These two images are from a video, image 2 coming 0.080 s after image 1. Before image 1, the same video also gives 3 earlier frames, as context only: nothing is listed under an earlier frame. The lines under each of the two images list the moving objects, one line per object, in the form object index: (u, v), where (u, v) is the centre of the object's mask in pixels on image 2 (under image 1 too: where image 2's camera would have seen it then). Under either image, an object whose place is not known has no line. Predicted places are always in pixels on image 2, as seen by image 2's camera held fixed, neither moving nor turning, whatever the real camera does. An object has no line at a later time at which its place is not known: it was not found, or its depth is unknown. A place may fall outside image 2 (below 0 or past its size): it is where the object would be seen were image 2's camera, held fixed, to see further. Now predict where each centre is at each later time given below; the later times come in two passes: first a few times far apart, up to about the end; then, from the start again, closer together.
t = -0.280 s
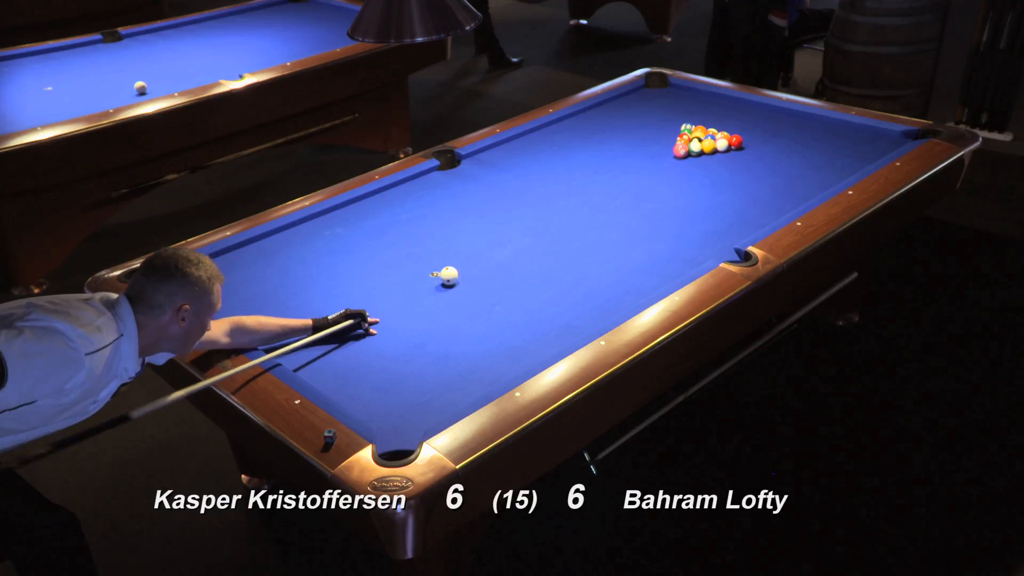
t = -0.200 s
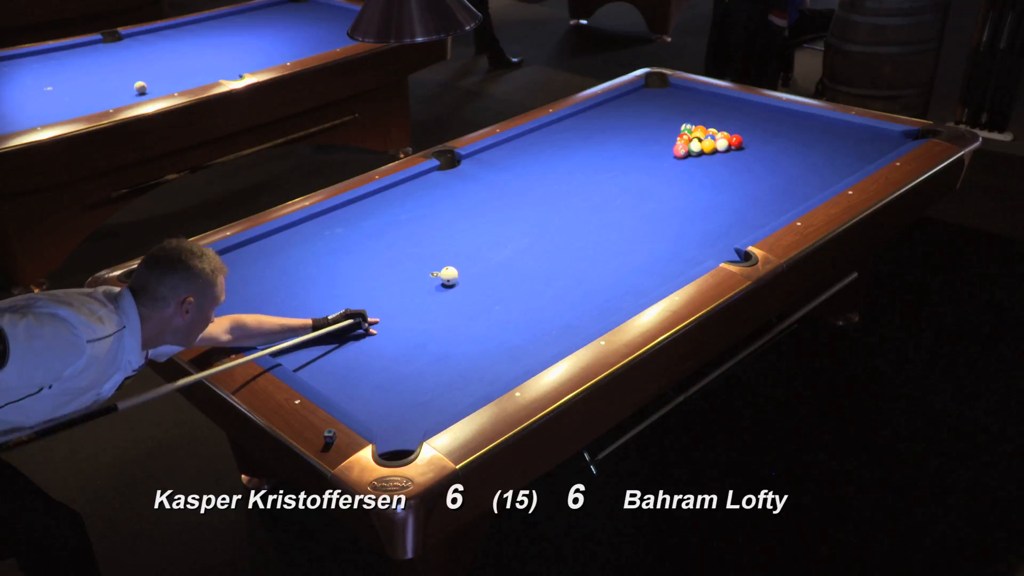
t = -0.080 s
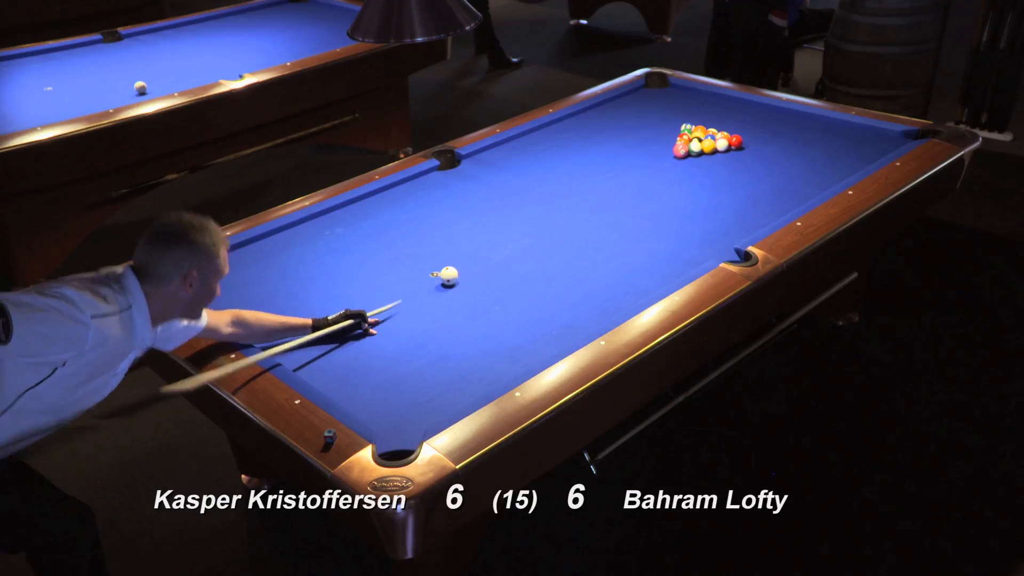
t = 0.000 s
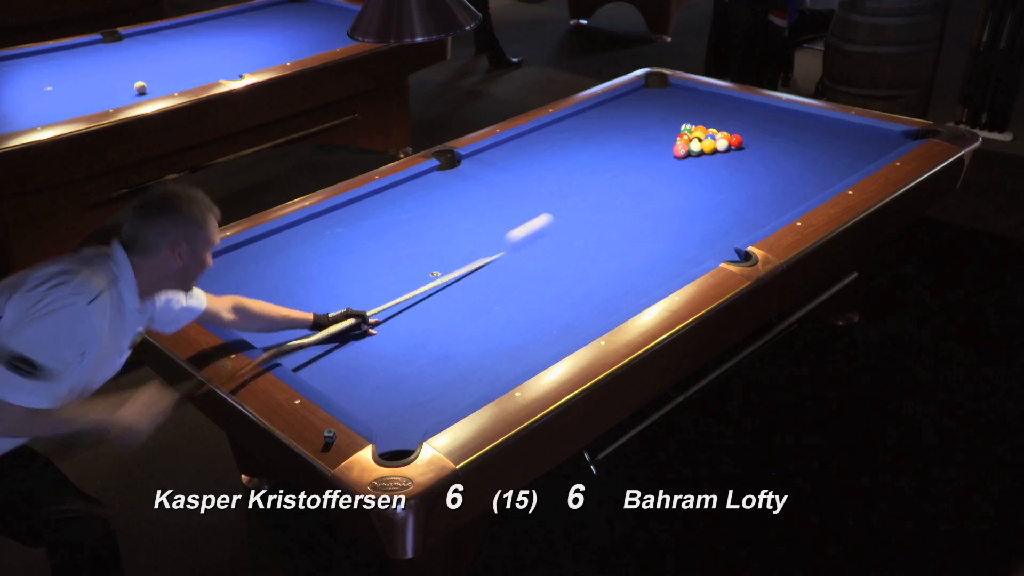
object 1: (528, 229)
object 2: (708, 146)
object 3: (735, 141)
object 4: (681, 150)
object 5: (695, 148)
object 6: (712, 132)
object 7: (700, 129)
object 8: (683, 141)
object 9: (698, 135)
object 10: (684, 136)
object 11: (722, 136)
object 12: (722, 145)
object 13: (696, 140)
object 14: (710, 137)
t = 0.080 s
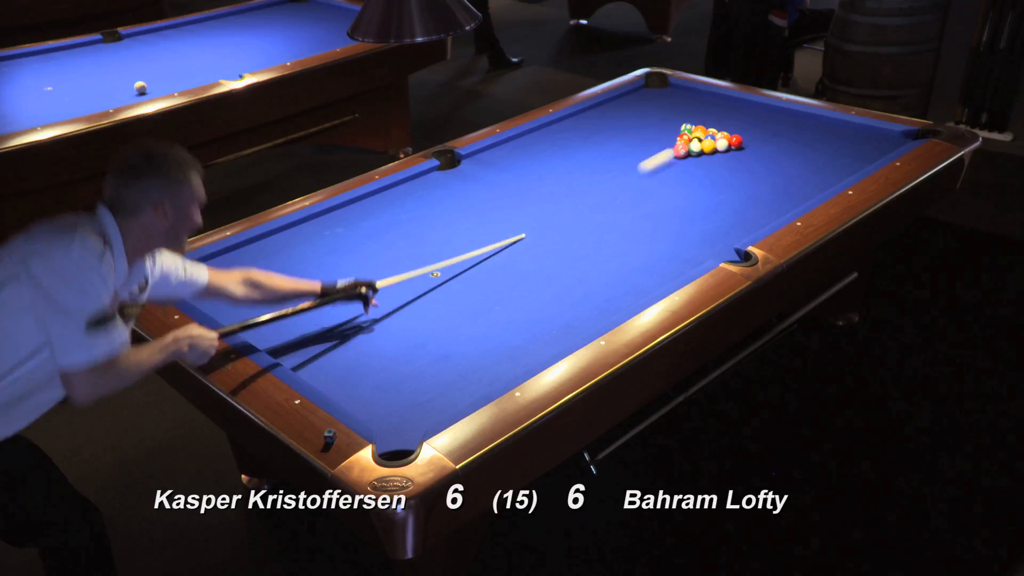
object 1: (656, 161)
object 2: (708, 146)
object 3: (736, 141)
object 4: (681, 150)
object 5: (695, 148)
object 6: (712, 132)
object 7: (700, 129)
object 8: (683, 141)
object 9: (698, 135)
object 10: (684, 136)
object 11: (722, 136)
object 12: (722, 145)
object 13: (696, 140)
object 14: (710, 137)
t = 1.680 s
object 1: (370, 244)
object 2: (677, 233)
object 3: (302, 317)
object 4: (562, 196)
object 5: (688, 260)
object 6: (669, 128)
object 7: (553, 128)
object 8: (474, 169)
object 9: (650, 167)
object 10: (516, 160)
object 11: (641, 222)
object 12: (802, 156)
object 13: (693, 158)
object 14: (756, 165)
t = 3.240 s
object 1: (351, 210)
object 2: (494, 249)
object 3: (224, 279)
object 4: (470, 230)
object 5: (586, 222)
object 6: (598, 130)
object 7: (533, 160)
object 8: (532, 179)
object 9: (601, 215)
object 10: (530, 220)
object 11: (404, 385)
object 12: (730, 140)
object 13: (693, 159)
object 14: (779, 204)
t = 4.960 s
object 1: (428, 202)
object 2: (359, 261)
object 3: (269, 307)
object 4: (414, 250)
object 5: (471, 195)
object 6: (575, 130)
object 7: (527, 179)
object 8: (541, 182)
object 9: (645, 194)
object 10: (551, 272)
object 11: (509, 345)
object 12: (715, 137)
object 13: (693, 159)
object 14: (773, 212)
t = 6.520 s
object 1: (442, 200)
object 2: (298, 265)
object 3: (277, 313)
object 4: (409, 252)
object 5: (418, 183)
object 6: (575, 131)
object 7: (528, 179)
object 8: (541, 182)
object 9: (648, 191)
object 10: (560, 293)
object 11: (579, 302)
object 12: (715, 137)
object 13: (693, 159)
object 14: (773, 212)
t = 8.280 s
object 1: (442, 200)
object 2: (290, 266)
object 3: (277, 313)
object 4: (409, 252)
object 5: (411, 182)
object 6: (575, 130)
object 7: (528, 179)
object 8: (541, 182)
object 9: (648, 191)
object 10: (561, 293)
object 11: (598, 290)
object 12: (715, 137)
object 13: (693, 159)
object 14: (773, 212)
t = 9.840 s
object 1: (442, 200)
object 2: (291, 265)
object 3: (277, 313)
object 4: (409, 252)
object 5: (411, 182)
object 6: (575, 130)
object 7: (528, 179)
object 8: (541, 182)
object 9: (648, 191)
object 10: (561, 293)
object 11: (598, 289)
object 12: (715, 137)
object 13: (693, 159)
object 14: (773, 212)
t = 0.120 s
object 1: (663, 154)
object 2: (710, 149)
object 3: (763, 137)
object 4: (679, 150)
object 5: (695, 151)
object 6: (720, 130)
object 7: (708, 127)
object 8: (673, 142)
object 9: (697, 134)
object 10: (678, 137)
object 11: (733, 134)
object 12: (727, 145)
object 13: (696, 141)
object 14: (711, 138)
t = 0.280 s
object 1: (621, 171)
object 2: (718, 161)
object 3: (851, 139)
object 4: (666, 156)
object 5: (696, 163)
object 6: (759, 115)
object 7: (745, 105)
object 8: (640, 148)
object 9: (694, 133)
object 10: (646, 138)
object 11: (784, 116)
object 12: (753, 149)
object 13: (695, 146)
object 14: (719, 138)
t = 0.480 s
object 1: (577, 185)
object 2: (728, 176)
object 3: (827, 180)
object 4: (650, 162)
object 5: (697, 176)
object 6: (761, 115)
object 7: (718, 114)
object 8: (600, 151)
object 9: (690, 131)
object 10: (611, 138)
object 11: (775, 125)
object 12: (785, 155)
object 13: (694, 148)
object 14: (727, 136)
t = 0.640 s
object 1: (549, 193)
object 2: (736, 188)
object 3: (763, 196)
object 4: (638, 167)
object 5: (698, 188)
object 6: (744, 124)
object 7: (694, 121)
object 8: (569, 154)
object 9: (687, 130)
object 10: (583, 138)
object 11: (759, 137)
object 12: (810, 160)
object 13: (694, 150)
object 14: (734, 134)
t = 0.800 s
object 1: (522, 201)
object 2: (744, 201)
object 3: (700, 213)
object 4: (626, 172)
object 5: (698, 199)
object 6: (730, 127)
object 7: (669, 124)
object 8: (538, 157)
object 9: (681, 135)
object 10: (558, 137)
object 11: (743, 149)
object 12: (835, 164)
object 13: (694, 152)
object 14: (739, 136)
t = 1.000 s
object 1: (488, 211)
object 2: (755, 217)
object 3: (618, 234)
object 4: (611, 177)
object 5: (700, 216)
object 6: (716, 127)
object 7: (641, 125)
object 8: (501, 160)
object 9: (674, 143)
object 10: (526, 137)
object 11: (721, 164)
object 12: (850, 166)
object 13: (694, 154)
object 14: (743, 144)
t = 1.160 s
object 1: (461, 218)
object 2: (750, 226)
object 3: (549, 252)
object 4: (599, 182)
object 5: (701, 229)
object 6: (704, 127)
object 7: (619, 126)
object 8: (472, 162)
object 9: (668, 149)
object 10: (519, 141)
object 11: (704, 177)
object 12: (838, 164)
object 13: (694, 155)
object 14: (746, 149)
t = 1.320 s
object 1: (433, 226)
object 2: (727, 229)
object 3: (477, 270)
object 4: (588, 186)
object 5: (702, 242)
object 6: (692, 128)
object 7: (598, 127)
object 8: (448, 165)
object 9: (662, 155)
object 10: (518, 147)
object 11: (685, 190)
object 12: (826, 162)
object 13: (694, 157)
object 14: (749, 153)
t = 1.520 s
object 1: (398, 236)
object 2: (699, 231)
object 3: (382, 296)
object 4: (574, 192)
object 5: (702, 257)
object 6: (679, 128)
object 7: (572, 127)
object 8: (463, 167)
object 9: (655, 162)
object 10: (517, 155)
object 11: (661, 207)
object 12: (812, 158)
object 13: (693, 158)
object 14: (753, 160)
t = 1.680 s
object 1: (370, 244)
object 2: (677, 233)
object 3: (302, 317)
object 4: (562, 196)
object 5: (688, 260)
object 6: (669, 128)
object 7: (553, 128)
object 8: (474, 169)
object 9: (650, 167)
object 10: (516, 160)
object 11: (641, 222)
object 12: (802, 156)
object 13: (693, 158)
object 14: (756, 165)
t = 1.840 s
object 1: (342, 252)
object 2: (656, 235)
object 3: (255, 320)
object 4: (551, 200)
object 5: (672, 260)
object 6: (659, 128)
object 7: (540, 130)
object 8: (485, 171)
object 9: (644, 173)
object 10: (515, 167)
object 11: (620, 236)
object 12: (792, 154)
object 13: (693, 159)
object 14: (759, 169)
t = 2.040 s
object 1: (307, 262)
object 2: (630, 238)
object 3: (278, 281)
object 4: (538, 205)
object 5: (653, 259)
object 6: (648, 129)
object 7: (539, 135)
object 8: (498, 173)
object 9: (637, 179)
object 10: (514, 174)
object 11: (594, 254)
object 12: (780, 152)
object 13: (693, 159)
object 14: (762, 175)
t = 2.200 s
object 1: (306, 254)
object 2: (610, 239)
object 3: (260, 272)
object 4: (528, 208)
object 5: (638, 259)
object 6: (640, 129)
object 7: (538, 139)
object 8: (504, 174)
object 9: (632, 185)
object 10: (515, 180)
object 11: (571, 270)
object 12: (772, 150)
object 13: (692, 159)
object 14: (765, 179)
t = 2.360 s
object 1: (313, 243)
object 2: (590, 241)
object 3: (235, 268)
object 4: (518, 212)
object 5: (625, 259)
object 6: (632, 129)
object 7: (537, 142)
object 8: (510, 174)
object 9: (626, 190)
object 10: (518, 187)
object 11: (548, 285)
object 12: (764, 148)
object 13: (692, 159)
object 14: (767, 183)
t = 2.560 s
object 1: (319, 230)
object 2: (566, 243)
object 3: (206, 262)
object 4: (506, 216)
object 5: (609, 258)
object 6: (623, 129)
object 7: (536, 147)
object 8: (516, 176)
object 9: (620, 196)
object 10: (520, 194)
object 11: (518, 306)
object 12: (754, 146)
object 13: (693, 159)
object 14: (771, 188)
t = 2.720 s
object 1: (323, 222)
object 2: (548, 245)
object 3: (207, 266)
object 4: (497, 220)
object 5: (597, 258)
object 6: (616, 129)
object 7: (535, 150)
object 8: (521, 177)
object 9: (615, 201)
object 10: (522, 201)
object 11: (492, 323)
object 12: (748, 145)
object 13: (693, 159)
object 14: (773, 192)
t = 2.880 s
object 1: (328, 213)
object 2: (531, 246)
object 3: (212, 270)
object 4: (488, 223)
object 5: (593, 247)
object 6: (610, 129)
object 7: (535, 154)
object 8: (525, 177)
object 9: (609, 206)
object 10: (524, 207)
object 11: (467, 342)
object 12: (742, 143)
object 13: (693, 159)
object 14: (775, 195)
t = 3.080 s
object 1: (341, 211)
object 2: (510, 248)
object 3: (219, 275)
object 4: (478, 227)
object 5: (590, 232)
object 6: (603, 130)
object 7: (534, 157)
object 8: (529, 178)
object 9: (603, 212)
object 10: (528, 214)
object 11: (432, 365)
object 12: (735, 142)
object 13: (693, 159)
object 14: (777, 200)
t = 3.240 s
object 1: (351, 210)
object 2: (494, 249)
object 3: (224, 279)
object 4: (470, 230)
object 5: (586, 222)
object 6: (598, 130)
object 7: (533, 160)
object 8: (532, 179)
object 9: (601, 215)
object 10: (530, 220)
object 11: (404, 385)
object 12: (730, 140)
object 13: (693, 159)
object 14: (779, 204)
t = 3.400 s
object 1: (361, 209)
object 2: (478, 251)
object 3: (230, 282)
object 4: (463, 232)
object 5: (571, 219)
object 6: (594, 130)
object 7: (533, 163)
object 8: (535, 179)
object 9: (608, 212)
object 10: (532, 226)
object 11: (375, 405)
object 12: (725, 139)
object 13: (693, 159)
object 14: (781, 207)
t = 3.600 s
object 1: (373, 207)
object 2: (459, 253)
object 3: (236, 287)
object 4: (454, 235)
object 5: (555, 215)
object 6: (589, 130)
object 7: (532, 166)
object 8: (537, 180)
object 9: (615, 208)
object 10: (535, 233)
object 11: (384, 403)
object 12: (720, 138)
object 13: (693, 159)
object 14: (782, 209)
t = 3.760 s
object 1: (382, 206)
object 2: (445, 253)
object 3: (241, 290)
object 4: (448, 237)
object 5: (543, 212)
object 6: (585, 130)
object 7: (531, 168)
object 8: (538, 180)
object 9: (620, 206)
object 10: (537, 238)
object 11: (402, 400)
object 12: (716, 137)
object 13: (693, 159)
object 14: (784, 210)
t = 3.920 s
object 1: (390, 206)
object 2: (432, 255)
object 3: (245, 293)
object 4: (441, 239)
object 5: (532, 209)
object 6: (582, 130)
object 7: (531, 170)
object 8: (539, 181)
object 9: (625, 204)
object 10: (539, 243)
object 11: (420, 391)
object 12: (714, 137)
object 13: (693, 159)
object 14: (781, 211)
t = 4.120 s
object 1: (399, 205)
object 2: (416, 256)
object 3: (251, 296)
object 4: (434, 242)
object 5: (518, 206)
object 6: (579, 130)
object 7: (530, 173)
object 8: (540, 181)
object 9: (630, 201)
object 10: (542, 250)
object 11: (441, 381)
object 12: (715, 137)
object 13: (693, 159)
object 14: (777, 211)
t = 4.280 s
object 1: (406, 204)
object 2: (404, 257)
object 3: (255, 299)
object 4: (429, 244)
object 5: (508, 204)
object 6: (578, 130)
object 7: (529, 174)
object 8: (540, 181)
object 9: (634, 200)
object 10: (544, 255)
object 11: (456, 374)
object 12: (715, 137)
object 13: (693, 159)
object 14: (776, 212)
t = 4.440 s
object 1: (412, 204)
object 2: (392, 258)
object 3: (259, 301)
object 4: (425, 246)
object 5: (499, 201)
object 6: (576, 130)
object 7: (529, 176)
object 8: (540, 181)
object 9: (637, 198)
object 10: (546, 259)
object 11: (470, 367)
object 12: (715, 137)
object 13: (693, 159)
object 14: (774, 212)
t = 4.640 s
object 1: (419, 203)
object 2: (379, 259)
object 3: (263, 304)
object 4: (420, 247)
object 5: (488, 198)
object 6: (575, 130)
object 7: (528, 178)
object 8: (540, 182)
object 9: (641, 196)
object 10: (548, 264)
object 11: (486, 358)
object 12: (715, 137)
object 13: (693, 159)
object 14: (773, 212)
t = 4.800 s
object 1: (424, 202)
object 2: (368, 260)
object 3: (266, 305)
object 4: (417, 249)
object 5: (479, 196)
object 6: (575, 130)
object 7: (528, 178)
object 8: (541, 182)
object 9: (643, 195)
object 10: (549, 268)
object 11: (498, 352)
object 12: (715, 137)
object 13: (693, 159)
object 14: (773, 212)
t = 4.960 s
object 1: (428, 202)
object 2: (359, 261)
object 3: (269, 307)
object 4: (414, 250)
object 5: (471, 195)
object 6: (575, 130)
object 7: (527, 179)
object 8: (541, 182)
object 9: (645, 194)
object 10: (551, 272)
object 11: (509, 345)
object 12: (715, 137)
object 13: (693, 159)
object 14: (773, 212)
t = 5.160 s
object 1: (432, 201)
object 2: (348, 262)
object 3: (271, 309)
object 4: (411, 251)
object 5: (462, 192)
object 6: (575, 130)
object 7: (527, 179)
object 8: (541, 182)
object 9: (647, 193)
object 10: (553, 276)
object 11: (522, 338)
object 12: (715, 137)
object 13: (693, 159)
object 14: (773, 212)
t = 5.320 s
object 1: (435, 201)
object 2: (339, 263)
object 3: (273, 311)
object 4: (410, 251)
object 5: (456, 191)
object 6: (575, 130)
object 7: (528, 179)
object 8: (541, 182)
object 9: (648, 192)
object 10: (555, 279)
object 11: (532, 333)
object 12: (715, 137)
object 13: (693, 159)
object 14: (773, 212)
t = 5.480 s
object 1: (437, 200)
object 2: (332, 263)
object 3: (275, 312)
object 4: (409, 252)
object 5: (449, 189)
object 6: (575, 130)
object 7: (528, 179)
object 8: (541, 182)
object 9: (648, 192)
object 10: (556, 282)
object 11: (541, 328)
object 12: (715, 137)
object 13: (693, 159)
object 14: (773, 212)
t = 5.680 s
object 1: (440, 200)
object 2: (323, 264)
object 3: (276, 313)
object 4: (409, 252)
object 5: (442, 186)
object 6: (575, 130)
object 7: (528, 179)
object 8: (541, 182)
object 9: (648, 191)
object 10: (557, 285)
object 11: (550, 322)
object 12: (715, 137)
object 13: (693, 159)
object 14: (773, 212)
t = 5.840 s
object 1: (441, 200)
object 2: (317, 265)
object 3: (276, 313)
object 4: (409, 252)
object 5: (437, 186)
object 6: (575, 131)
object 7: (528, 179)
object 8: (541, 182)
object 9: (648, 191)
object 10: (558, 287)
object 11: (557, 317)
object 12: (715, 137)
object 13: (693, 159)
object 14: (773, 212)
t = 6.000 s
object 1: (442, 200)
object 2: (312, 265)
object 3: (276, 313)
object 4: (409, 252)
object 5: (432, 185)
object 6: (575, 131)
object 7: (528, 179)
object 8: (541, 182)
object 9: (648, 191)
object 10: (558, 289)
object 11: (564, 314)
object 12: (715, 137)
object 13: (693, 159)
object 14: (773, 212)
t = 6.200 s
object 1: (442, 200)
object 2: (306, 265)
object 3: (277, 313)
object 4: (409, 252)
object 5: (426, 184)
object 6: (575, 130)
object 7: (528, 179)
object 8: (541, 182)
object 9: (648, 192)
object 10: (558, 291)
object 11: (570, 309)
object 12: (715, 137)
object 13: (693, 159)
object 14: (773, 212)
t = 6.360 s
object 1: (442, 200)
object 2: (302, 265)
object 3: (277, 313)
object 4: (409, 252)
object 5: (422, 183)
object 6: (575, 130)
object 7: (528, 179)
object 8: (541, 182)
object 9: (648, 192)
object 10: (559, 292)
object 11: (575, 305)
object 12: (715, 137)
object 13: (693, 159)
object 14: (773, 212)
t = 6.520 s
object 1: (442, 200)
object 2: (298, 265)
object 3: (277, 313)
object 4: (409, 252)
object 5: (418, 183)
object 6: (575, 131)
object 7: (528, 179)
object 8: (541, 182)
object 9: (648, 191)
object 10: (560, 293)
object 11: (579, 302)
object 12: (715, 137)
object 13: (693, 159)
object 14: (773, 212)
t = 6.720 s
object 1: (442, 200)
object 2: (295, 265)
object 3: (277, 313)
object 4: (409, 252)
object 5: (415, 181)
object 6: (575, 130)
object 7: (528, 179)
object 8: (541, 182)
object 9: (648, 192)
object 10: (560, 293)
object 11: (584, 299)
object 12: (715, 137)
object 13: (693, 159)
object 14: (773, 212)
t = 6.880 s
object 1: (442, 200)
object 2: (293, 266)
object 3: (277, 313)
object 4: (409, 252)
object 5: (412, 181)
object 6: (575, 131)
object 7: (528, 179)
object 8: (541, 182)
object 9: (648, 192)
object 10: (560, 293)
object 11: (588, 298)
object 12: (715, 137)
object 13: (693, 159)
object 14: (773, 212)
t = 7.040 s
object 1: (442, 200)
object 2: (291, 265)
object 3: (277, 313)
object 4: (409, 252)
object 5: (410, 180)
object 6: (575, 131)
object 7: (528, 179)
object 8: (541, 182)
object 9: (648, 192)
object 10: (561, 293)
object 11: (591, 296)
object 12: (715, 137)
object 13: (693, 159)
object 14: (773, 212)
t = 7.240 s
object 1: (442, 200)
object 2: (290, 266)
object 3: (277, 313)
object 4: (409, 252)
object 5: (410, 181)
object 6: (575, 130)
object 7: (528, 179)
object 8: (541, 182)
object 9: (648, 192)
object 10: (561, 293)
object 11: (593, 293)
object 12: (715, 137)
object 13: (693, 159)
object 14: (773, 212)
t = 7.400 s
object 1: (442, 200)
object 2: (290, 266)
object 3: (277, 313)
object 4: (409, 252)
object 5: (410, 182)
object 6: (575, 130)
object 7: (528, 179)
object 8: (541, 182)
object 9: (648, 192)
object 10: (561, 293)
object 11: (595, 292)
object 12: (715, 137)
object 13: (693, 159)
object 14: (773, 212)
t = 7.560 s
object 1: (442, 200)
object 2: (291, 265)
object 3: (277, 313)
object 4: (409, 252)
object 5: (411, 182)
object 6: (575, 130)
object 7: (528, 179)
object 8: (541, 182)
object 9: (648, 192)
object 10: (561, 293)
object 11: (597, 291)
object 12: (715, 137)
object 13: (693, 159)
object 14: (773, 212)
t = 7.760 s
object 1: (442, 200)
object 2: (291, 265)
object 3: (277, 313)
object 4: (409, 252)
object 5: (411, 182)
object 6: (575, 130)
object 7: (527, 179)
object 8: (541, 182)
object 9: (648, 192)
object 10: (561, 293)
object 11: (598, 290)
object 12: (715, 137)
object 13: (693, 159)
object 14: (773, 212)
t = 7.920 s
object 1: (442, 200)
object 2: (290, 266)
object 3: (277, 313)
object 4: (409, 252)
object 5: (411, 182)
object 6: (575, 130)
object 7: (528, 179)
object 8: (541, 182)
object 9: (648, 191)
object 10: (561, 293)
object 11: (598, 290)
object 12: (715, 137)
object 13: (693, 159)
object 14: (773, 212)
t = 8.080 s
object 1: (442, 200)
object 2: (290, 266)
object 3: (277, 313)
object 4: (409, 252)
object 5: (411, 182)
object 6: (575, 130)
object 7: (528, 179)
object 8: (541, 182)
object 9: (648, 192)
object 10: (561, 293)
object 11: (598, 290)
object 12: (715, 137)
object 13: (693, 159)
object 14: (773, 212)
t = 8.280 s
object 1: (442, 200)
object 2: (290, 266)
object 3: (277, 313)
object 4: (409, 252)
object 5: (411, 182)
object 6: (575, 130)
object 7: (528, 179)
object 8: (541, 182)
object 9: (648, 191)
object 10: (561, 293)
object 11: (598, 290)
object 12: (715, 137)
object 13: (693, 159)
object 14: (773, 212)
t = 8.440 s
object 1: (442, 200)
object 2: (291, 265)
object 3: (277, 313)
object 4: (409, 252)
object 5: (411, 182)
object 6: (575, 131)
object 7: (528, 179)
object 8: (541, 182)
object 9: (648, 191)
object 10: (561, 293)
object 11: (598, 290)
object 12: (715, 137)
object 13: (693, 159)
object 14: (773, 212)
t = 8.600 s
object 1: (442, 200)
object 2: (290, 266)
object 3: (277, 313)
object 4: (409, 252)
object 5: (411, 181)
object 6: (575, 130)
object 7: (528, 179)
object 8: (541, 182)
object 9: (648, 191)
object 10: (561, 293)
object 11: (598, 290)
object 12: (715, 137)
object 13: (693, 159)
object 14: (773, 212)
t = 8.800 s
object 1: (442, 200)
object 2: (291, 265)
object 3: (277, 313)
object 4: (409, 252)
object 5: (411, 182)
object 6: (575, 130)
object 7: (527, 179)
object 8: (541, 182)
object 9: (648, 191)
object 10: (561, 293)
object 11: (598, 290)
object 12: (715, 137)
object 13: (693, 159)
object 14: (773, 212)
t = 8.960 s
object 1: (442, 200)
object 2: (291, 265)
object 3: (277, 313)
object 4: (409, 252)
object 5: (411, 182)
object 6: (575, 130)
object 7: (528, 179)
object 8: (541, 182)
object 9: (648, 191)
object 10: (561, 293)
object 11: (598, 290)
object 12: (715, 137)
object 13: (693, 159)
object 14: (773, 212)
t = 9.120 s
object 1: (442, 200)
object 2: (291, 265)
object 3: (277, 313)
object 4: (409, 252)
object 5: (411, 182)
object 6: (575, 130)
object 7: (527, 179)
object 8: (541, 182)
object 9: (648, 191)
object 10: (561, 293)
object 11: (598, 290)
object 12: (715, 137)
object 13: (693, 159)
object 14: (773, 212)
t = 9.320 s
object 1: (442, 200)
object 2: (291, 265)
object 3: (277, 313)
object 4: (409, 252)
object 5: (411, 182)
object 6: (575, 130)
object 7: (528, 179)
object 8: (541, 182)
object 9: (648, 191)
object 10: (561, 293)
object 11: (598, 290)
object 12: (715, 137)
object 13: (693, 159)
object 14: (773, 212)
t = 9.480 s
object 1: (442, 200)
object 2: (291, 265)
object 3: (277, 313)
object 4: (409, 252)
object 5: (411, 182)
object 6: (575, 131)
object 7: (528, 179)
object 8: (541, 182)
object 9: (648, 191)
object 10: (561, 293)
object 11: (598, 290)
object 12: (715, 137)
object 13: (693, 159)
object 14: (773, 212)
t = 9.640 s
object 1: (442, 200)
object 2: (291, 265)
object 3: (277, 313)
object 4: (409, 252)
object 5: (411, 182)
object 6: (575, 131)
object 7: (528, 179)
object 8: (541, 182)
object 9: (648, 191)
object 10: (561, 293)
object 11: (598, 290)
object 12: (715, 137)
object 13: (693, 159)
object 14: (773, 212)
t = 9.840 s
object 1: (442, 200)
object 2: (291, 265)
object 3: (277, 313)
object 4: (409, 252)
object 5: (411, 182)
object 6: (575, 130)
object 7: (528, 179)
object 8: (541, 182)
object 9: (648, 191)
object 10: (561, 293)
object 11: (598, 289)
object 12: (715, 137)
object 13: (693, 159)
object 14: (773, 212)
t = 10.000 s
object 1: (442, 200)
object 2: (291, 265)
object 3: (277, 313)
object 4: (409, 252)
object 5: (411, 182)
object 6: (575, 130)
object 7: (528, 179)
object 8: (541, 182)
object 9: (648, 191)
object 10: (561, 293)
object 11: (598, 289)
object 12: (715, 137)
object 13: (693, 159)
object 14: (773, 212)
